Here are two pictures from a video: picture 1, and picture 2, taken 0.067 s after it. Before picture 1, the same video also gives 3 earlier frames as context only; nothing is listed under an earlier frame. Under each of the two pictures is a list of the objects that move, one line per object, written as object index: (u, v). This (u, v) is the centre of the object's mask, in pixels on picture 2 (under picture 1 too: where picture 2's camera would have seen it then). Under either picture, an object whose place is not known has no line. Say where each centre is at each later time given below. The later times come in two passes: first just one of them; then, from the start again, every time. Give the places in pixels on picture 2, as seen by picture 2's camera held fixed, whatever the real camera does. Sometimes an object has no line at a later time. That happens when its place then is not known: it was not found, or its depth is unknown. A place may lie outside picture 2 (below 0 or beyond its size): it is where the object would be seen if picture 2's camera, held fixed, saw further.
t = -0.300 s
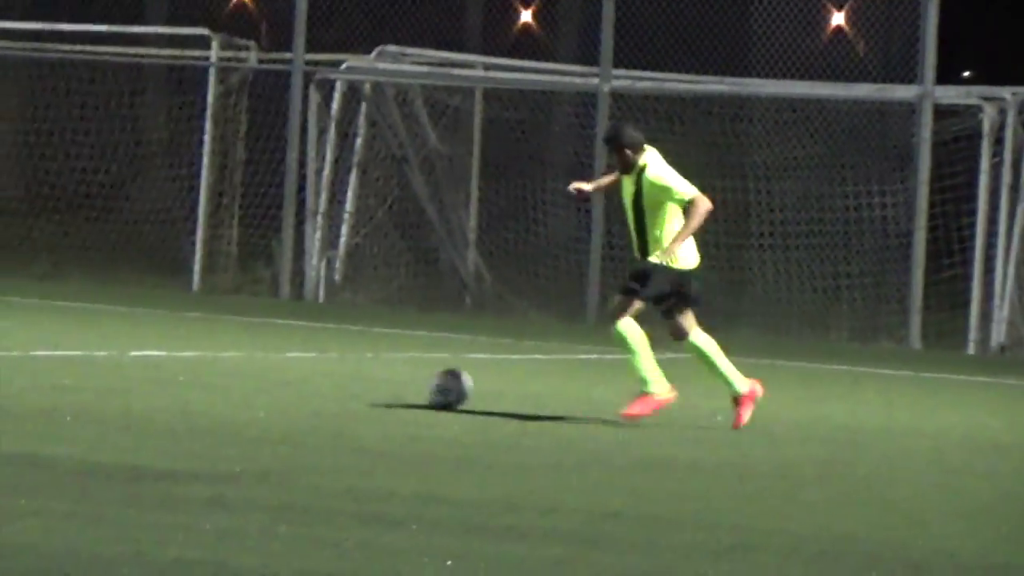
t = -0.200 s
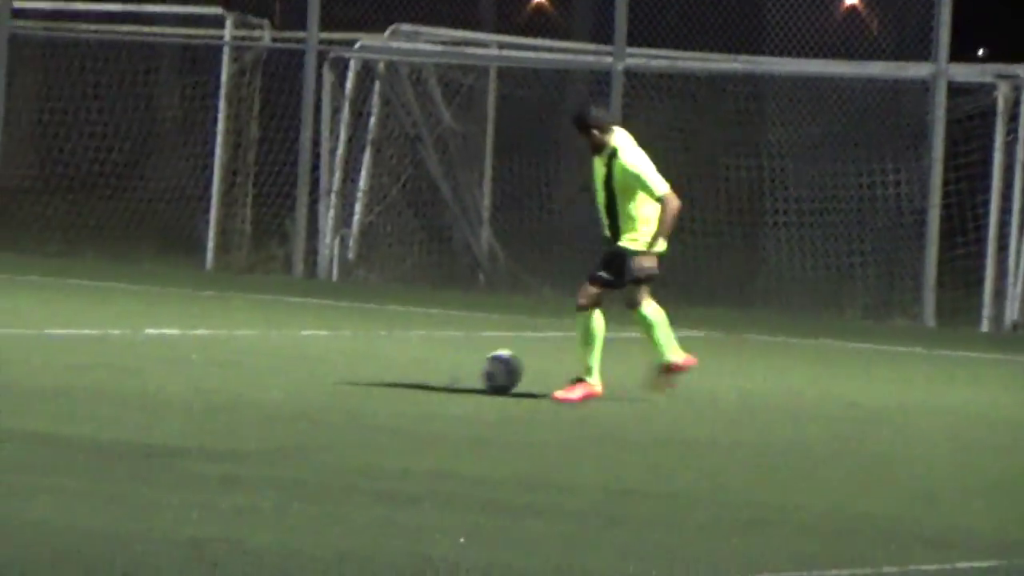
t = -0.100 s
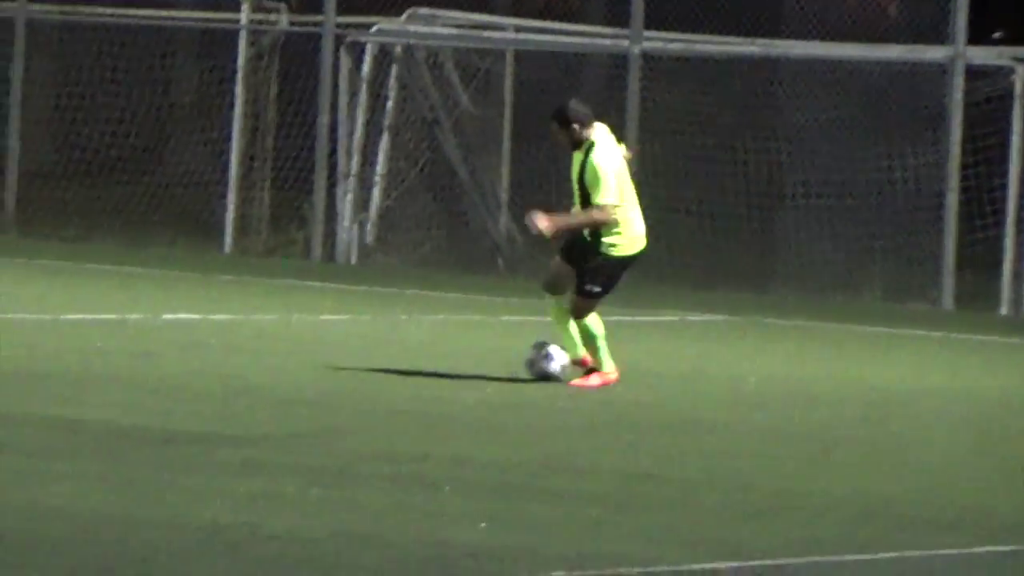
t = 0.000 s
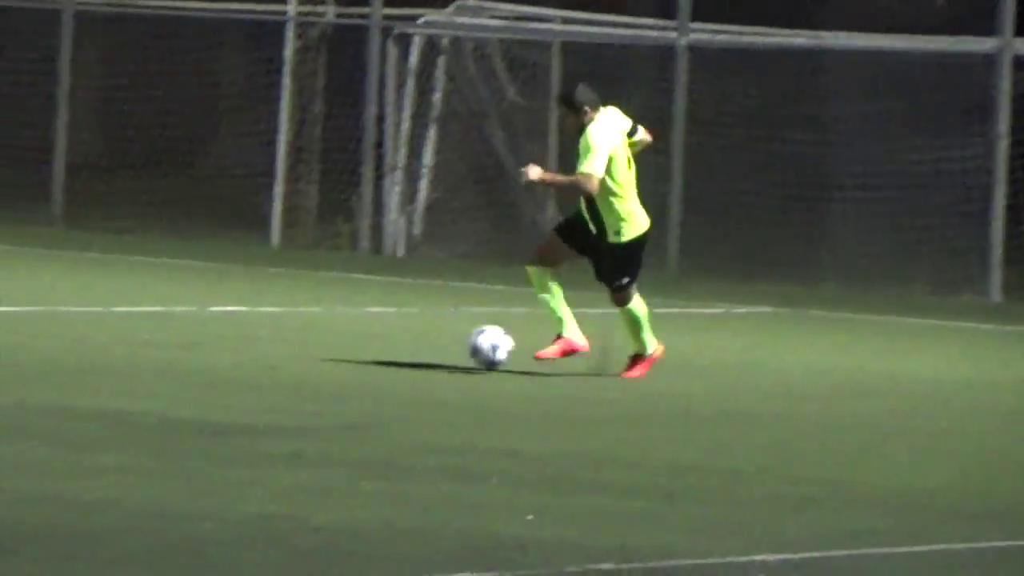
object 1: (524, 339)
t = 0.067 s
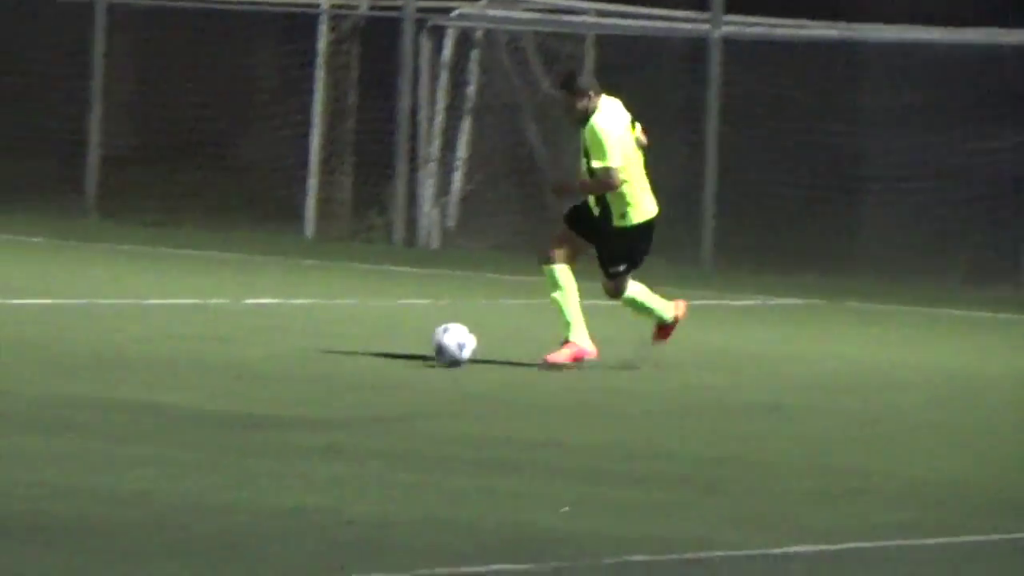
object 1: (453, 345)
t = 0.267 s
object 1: (266, 339)
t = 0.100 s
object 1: (421, 346)
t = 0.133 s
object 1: (389, 339)
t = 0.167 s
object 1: (360, 336)
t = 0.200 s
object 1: (328, 334)
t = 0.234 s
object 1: (299, 336)
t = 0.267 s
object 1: (266, 339)
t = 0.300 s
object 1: (236, 346)
